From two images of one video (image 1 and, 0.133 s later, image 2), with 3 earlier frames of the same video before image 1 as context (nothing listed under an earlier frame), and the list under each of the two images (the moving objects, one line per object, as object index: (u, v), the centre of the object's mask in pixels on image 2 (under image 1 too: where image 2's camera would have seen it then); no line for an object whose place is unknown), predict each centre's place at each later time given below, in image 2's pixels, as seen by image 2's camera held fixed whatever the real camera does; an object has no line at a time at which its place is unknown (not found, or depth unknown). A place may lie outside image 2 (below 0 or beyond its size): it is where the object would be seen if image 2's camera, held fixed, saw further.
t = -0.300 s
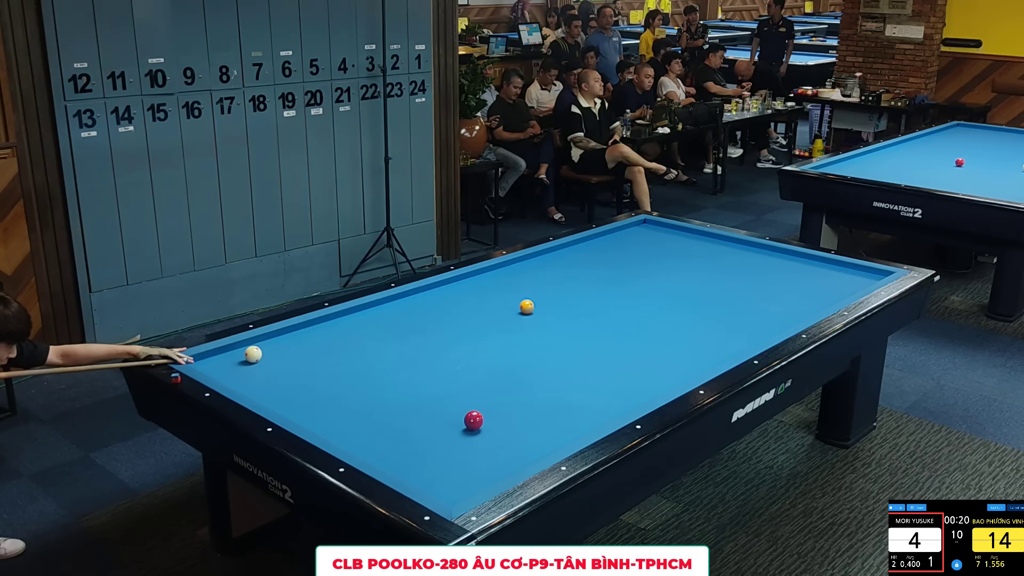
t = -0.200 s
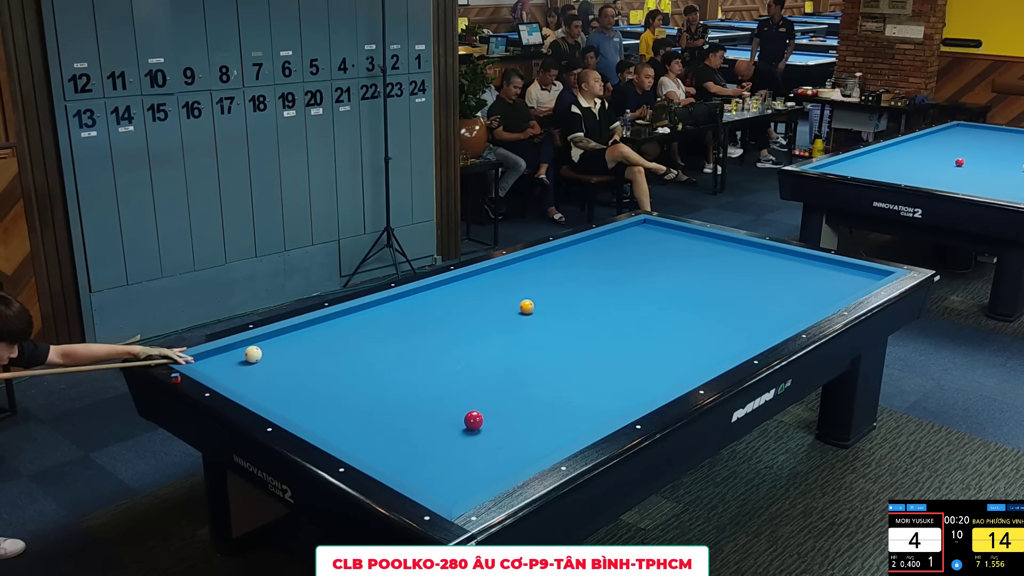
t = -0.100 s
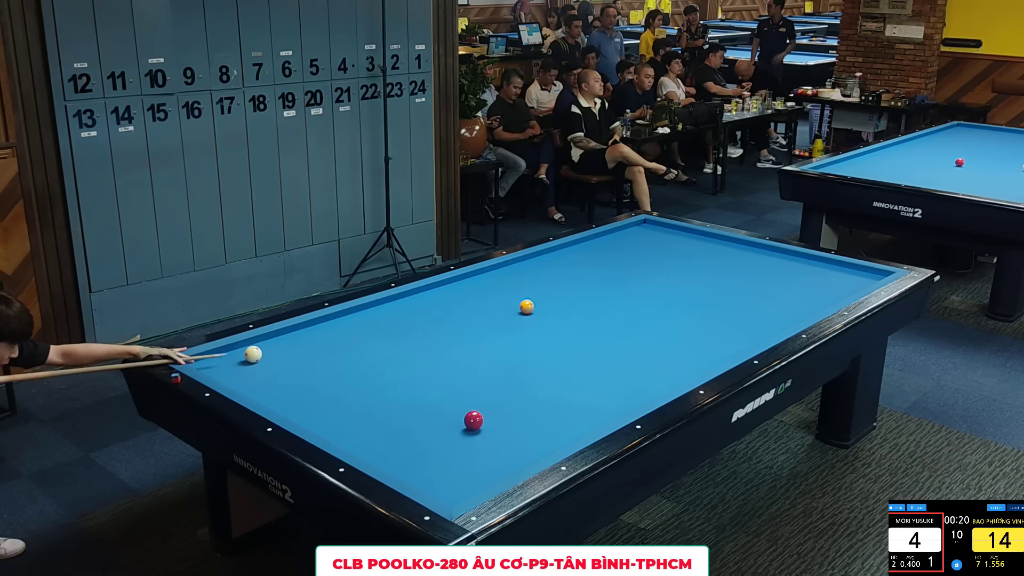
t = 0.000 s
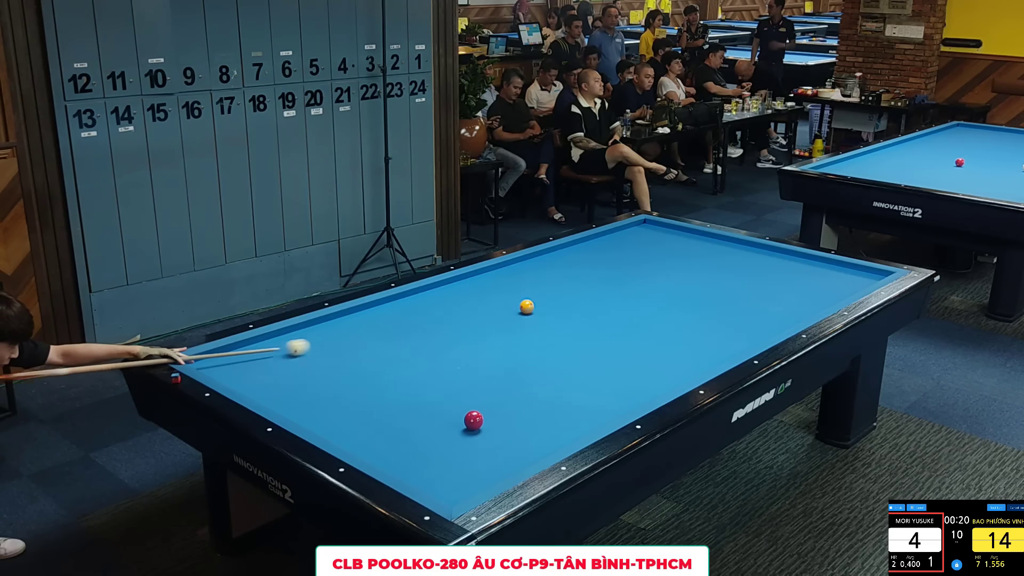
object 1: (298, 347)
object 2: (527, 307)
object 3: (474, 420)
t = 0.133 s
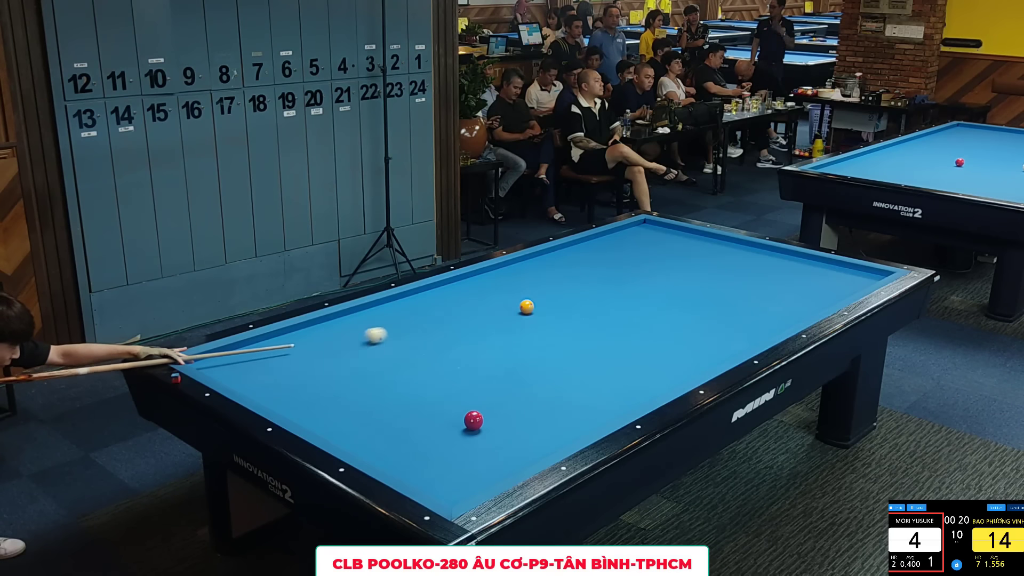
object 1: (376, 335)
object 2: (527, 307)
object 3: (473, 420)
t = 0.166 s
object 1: (393, 332)
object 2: (527, 307)
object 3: (474, 420)
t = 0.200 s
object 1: (410, 330)
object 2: (527, 307)
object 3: (474, 420)
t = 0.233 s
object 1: (427, 327)
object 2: (527, 307)
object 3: (474, 420)
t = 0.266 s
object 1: (442, 324)
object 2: (527, 307)
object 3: (474, 420)
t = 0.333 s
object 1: (473, 319)
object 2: (527, 307)
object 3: (474, 420)
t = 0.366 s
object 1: (488, 317)
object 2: (527, 307)
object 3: (473, 420)
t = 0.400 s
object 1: (503, 314)
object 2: (527, 307)
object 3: (474, 420)
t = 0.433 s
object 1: (517, 312)
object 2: (528, 306)
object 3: (473, 420)
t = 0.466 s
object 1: (531, 312)
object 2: (527, 302)
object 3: (474, 420)
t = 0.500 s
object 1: (544, 312)
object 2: (530, 302)
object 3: (473, 420)
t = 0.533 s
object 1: (556, 313)
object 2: (531, 300)
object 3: (474, 420)
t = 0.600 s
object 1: (581, 314)
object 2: (535, 295)
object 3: (474, 420)
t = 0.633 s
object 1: (594, 314)
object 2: (536, 293)
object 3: (474, 420)
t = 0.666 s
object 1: (606, 314)
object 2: (538, 291)
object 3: (473, 420)
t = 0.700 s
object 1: (620, 314)
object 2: (539, 289)
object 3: (473, 420)
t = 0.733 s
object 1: (632, 314)
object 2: (540, 287)
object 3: (474, 420)
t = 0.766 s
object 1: (645, 314)
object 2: (541, 285)
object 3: (474, 420)
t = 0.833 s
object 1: (671, 314)
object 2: (544, 281)
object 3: (474, 420)
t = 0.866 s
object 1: (684, 314)
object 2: (545, 279)
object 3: (473, 420)
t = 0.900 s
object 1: (696, 314)
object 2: (546, 278)
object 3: (473, 420)
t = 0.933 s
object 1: (709, 314)
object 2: (547, 276)
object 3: (473, 420)
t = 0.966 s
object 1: (722, 314)
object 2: (549, 274)
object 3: (474, 420)
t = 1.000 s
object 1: (735, 314)
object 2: (550, 272)
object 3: (473, 420)
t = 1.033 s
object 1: (748, 314)
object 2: (551, 271)
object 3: (473, 420)
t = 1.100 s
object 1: (773, 314)
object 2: (553, 268)
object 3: (473, 420)
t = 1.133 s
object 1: (786, 314)
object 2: (554, 266)
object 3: (474, 420)
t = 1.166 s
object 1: (798, 314)
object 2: (555, 264)
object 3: (474, 420)
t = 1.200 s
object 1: (808, 312)
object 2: (556, 263)
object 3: (474, 420)
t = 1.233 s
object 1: (806, 309)
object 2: (557, 261)
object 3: (473, 420)
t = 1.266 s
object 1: (804, 305)
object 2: (558, 260)
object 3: (474, 420)
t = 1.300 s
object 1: (803, 301)
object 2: (559, 258)
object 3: (474, 420)
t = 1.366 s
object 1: (801, 294)
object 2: (561, 255)
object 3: (474, 420)
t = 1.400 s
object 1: (801, 291)
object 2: (562, 254)
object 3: (474, 420)
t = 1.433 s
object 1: (801, 288)
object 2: (563, 252)
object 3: (474, 420)
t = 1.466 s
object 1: (801, 284)
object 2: (564, 251)
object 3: (474, 420)
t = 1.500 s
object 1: (801, 281)
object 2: (565, 249)
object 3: (474, 420)
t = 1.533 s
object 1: (801, 278)
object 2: (566, 248)
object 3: (474, 420)
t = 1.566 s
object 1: (801, 275)
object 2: (567, 246)
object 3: (474, 420)
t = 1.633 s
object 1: (801, 270)
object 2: (571, 245)
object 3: (474, 420)
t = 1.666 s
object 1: (801, 267)
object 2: (575, 244)
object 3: (474, 420)
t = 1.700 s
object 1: (801, 264)
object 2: (578, 244)
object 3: (474, 420)
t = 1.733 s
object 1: (801, 262)
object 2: (581, 244)
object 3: (474, 420)
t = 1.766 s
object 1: (801, 259)
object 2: (584, 243)
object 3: (474, 420)
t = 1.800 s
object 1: (801, 257)
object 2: (587, 243)
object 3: (474, 420)
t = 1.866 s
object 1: (793, 254)
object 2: (594, 242)
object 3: (474, 420)
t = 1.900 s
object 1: (785, 255)
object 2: (597, 242)
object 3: (474, 420)
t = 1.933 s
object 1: (776, 255)
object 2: (600, 241)
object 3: (474, 420)
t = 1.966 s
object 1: (769, 255)
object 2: (603, 241)
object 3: (474, 420)
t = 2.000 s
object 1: (761, 255)
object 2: (606, 240)
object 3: (474, 420)
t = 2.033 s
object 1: (754, 255)
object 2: (609, 240)
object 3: (474, 420)
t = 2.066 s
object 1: (747, 255)
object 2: (612, 240)
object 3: (474, 420)
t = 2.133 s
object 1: (732, 255)
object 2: (618, 239)
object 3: (474, 420)
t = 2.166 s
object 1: (726, 254)
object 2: (620, 239)
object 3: (474, 420)
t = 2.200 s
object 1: (718, 254)
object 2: (623, 238)
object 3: (474, 420)
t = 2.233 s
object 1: (711, 254)
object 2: (626, 238)
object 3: (474, 420)
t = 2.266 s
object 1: (704, 254)
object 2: (629, 237)
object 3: (474, 420)
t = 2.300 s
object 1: (697, 254)
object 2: (632, 237)
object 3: (474, 420)
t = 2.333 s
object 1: (690, 254)
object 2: (635, 237)
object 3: (474, 420)
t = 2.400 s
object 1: (677, 254)
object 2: (641, 236)
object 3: (474, 420)
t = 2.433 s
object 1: (670, 254)
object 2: (643, 236)
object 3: (474, 420)
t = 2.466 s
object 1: (663, 254)
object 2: (646, 235)
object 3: (474, 420)
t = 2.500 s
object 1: (656, 253)
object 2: (649, 235)
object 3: (474, 420)
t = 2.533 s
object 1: (649, 253)
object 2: (652, 234)
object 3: (474, 420)
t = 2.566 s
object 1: (642, 253)
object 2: (654, 234)
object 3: (474, 420)
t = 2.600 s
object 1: (635, 253)
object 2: (657, 234)
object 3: (474, 420)
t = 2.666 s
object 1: (622, 253)
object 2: (662, 233)
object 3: (474, 420)
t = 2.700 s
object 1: (615, 253)
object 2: (665, 233)
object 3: (474, 420)
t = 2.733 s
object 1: (608, 253)
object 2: (668, 232)
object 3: (474, 420)
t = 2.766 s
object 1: (602, 253)
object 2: (670, 232)
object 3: (474, 420)
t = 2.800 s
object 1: (595, 253)
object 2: (673, 232)
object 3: (474, 420)
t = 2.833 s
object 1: (588, 252)
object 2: (676, 231)
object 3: (474, 420)
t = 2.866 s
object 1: (581, 252)
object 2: (678, 231)
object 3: (474, 420)
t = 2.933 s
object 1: (569, 252)
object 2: (683, 230)
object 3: (474, 420)
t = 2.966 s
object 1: (562, 252)
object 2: (686, 230)
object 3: (474, 420)
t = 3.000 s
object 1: (555, 252)
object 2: (687, 230)
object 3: (474, 420)
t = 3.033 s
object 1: (549, 252)
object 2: (687, 231)
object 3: (474, 420)
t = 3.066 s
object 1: (544, 252)
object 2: (687, 231)
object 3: (474, 420)
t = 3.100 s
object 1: (544, 254)
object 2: (687, 232)
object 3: (474, 420)
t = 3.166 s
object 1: (544, 257)
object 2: (687, 233)
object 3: (474, 420)
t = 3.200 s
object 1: (543, 259)
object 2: (687, 233)
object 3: (474, 420)
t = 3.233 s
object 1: (543, 260)
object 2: (687, 234)
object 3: (474, 420)
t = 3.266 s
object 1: (542, 262)
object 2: (687, 234)
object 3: (474, 420)
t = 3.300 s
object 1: (541, 264)
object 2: (687, 235)
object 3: (474, 420)
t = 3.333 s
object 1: (540, 265)
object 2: (687, 236)
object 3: (474, 420)
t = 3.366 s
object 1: (540, 267)
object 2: (687, 236)
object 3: (474, 420)
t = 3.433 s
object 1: (538, 270)
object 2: (688, 237)
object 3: (474, 420)
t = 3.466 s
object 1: (538, 271)
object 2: (688, 238)
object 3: (474, 420)
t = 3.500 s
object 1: (537, 273)
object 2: (688, 238)
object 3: (474, 420)
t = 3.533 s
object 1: (536, 275)
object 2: (688, 239)
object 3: (474, 420)
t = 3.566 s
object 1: (536, 276)
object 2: (688, 239)
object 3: (474, 420)
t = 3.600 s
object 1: (535, 278)
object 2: (688, 240)
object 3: (474, 420)
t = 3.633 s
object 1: (534, 279)
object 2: (688, 240)
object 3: (474, 420)
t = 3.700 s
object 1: (533, 283)
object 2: (688, 241)
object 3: (474, 420)
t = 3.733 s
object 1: (532, 285)
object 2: (688, 242)
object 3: (474, 420)
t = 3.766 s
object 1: (531, 286)
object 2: (688, 243)
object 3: (474, 420)
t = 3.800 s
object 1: (531, 288)
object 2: (688, 243)
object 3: (474, 420)
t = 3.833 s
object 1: (530, 290)
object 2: (688, 244)
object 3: (474, 420)
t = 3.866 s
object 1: (529, 292)
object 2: (688, 244)
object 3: (474, 420)
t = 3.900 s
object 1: (528, 294)
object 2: (688, 245)
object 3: (474, 420)
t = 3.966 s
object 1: (527, 297)
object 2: (688, 246)
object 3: (474, 420)
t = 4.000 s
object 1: (526, 299)
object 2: (688, 246)
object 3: (474, 420)
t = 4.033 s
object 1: (525, 301)
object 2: (688, 247)
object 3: (474, 420)
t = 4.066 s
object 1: (525, 302)
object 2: (688, 247)
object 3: (474, 420)
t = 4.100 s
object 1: (524, 304)
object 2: (688, 248)
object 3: (474, 420)
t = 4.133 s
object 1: (523, 306)
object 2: (688, 248)
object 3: (474, 420)
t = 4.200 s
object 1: (521, 310)
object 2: (688, 249)
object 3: (474, 420)
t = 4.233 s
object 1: (521, 312)
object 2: (688, 250)
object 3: (474, 420)
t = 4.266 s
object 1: (520, 314)
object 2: (688, 251)
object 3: (474, 420)
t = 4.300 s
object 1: (519, 316)
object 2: (688, 251)
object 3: (474, 420)
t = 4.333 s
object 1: (518, 318)
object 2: (688, 252)
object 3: (474, 420)
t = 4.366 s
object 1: (517, 320)
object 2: (689, 252)
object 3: (474, 420)
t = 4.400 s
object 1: (516, 322)
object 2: (688, 253)
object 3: (474, 420)
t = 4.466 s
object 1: (514, 328)
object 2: (689, 254)
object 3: (474, 420)
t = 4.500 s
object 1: (513, 330)
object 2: (689, 255)
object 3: (474, 420)
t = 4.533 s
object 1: (512, 333)
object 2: (689, 255)
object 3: (474, 420)
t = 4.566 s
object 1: (511, 335)
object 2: (689, 256)
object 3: (474, 420)
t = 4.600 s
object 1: (510, 337)
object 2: (689, 256)
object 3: (474, 420)
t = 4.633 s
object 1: (509, 339)
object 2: (689, 257)
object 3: (474, 420)
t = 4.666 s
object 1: (508, 341)
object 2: (689, 257)
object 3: (474, 420)
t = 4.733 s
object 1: (506, 346)
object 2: (689, 258)
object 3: (474, 420)
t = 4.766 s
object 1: (505, 348)
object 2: (689, 259)
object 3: (474, 420)
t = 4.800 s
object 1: (504, 350)
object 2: (689, 259)
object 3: (474, 420)
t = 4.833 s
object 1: (503, 352)
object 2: (689, 260)
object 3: (474, 420)
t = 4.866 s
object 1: (502, 355)
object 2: (689, 260)
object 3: (474, 420)
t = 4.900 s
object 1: (501, 357)
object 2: (689, 261)
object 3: (474, 420)
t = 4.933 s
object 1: (500, 360)
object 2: (689, 261)
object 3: (474, 420)
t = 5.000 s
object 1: (498, 365)
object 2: (689, 262)
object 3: (474, 420)
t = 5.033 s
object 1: (497, 367)
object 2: (689, 263)
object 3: (474, 420)
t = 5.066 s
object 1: (496, 370)
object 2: (689, 263)
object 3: (474, 420)
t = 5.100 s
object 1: (495, 372)
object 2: (689, 264)
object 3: (474, 420)
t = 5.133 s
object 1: (494, 375)
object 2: (689, 264)
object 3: (474, 420)
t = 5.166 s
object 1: (493, 377)
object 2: (689, 265)
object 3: (474, 420)
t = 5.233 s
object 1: (491, 382)
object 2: (689, 266)
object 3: (474, 420)
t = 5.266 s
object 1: (490, 385)
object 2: (689, 266)
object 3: (474, 420)
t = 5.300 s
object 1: (489, 388)
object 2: (689, 267)
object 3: (474, 420)
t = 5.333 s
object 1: (487, 390)
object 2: (689, 267)
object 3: (474, 420)
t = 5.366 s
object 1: (486, 393)
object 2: (689, 268)
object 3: (474, 420)
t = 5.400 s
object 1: (485, 396)
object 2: (689, 268)
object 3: (474, 420)
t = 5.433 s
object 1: (484, 399)
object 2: (690, 268)
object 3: (474, 420)
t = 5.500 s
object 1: (482, 404)
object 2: (689, 269)
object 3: (474, 420)
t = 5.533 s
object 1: (481, 406)
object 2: (690, 270)
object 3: (474, 420)
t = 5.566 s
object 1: (481, 408)
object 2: (690, 270)
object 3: (473, 420)
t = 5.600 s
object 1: (480, 409)
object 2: (690, 271)
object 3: (472, 422)
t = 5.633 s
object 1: (480, 411)
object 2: (690, 271)
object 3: (470, 425)
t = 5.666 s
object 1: (480, 412)
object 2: (690, 272)
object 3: (469, 427)
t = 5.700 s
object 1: (480, 413)
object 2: (690, 272)
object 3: (467, 429)
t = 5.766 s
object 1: (480, 415)
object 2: (690, 273)
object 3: (464, 433)
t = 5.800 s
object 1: (481, 415)
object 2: (690, 273)
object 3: (463, 435)
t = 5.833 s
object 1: (481, 416)
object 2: (690, 274)
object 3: (462, 438)
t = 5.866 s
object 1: (481, 417)
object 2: (690, 274)
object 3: (460, 440)
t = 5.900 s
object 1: (481, 418)
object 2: (690, 275)
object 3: (459, 441)
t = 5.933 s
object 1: (481, 418)
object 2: (690, 275)
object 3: (457, 444)
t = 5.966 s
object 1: (482, 419)
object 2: (690, 276)
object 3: (456, 446)
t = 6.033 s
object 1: (482, 421)
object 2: (690, 277)
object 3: (453, 450)
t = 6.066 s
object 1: (482, 421)
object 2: (690, 277)
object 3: (451, 452)
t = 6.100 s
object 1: (482, 422)
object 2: (690, 277)
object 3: (450, 454)
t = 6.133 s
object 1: (483, 423)
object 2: (690, 278)
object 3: (448, 456)
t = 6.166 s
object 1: (483, 423)
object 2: (690, 278)
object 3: (447, 458)
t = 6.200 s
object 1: (483, 424)
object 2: (690, 279)
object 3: (445, 461)
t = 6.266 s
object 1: (484, 425)
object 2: (690, 279)
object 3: (442, 465)
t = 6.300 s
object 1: (484, 426)
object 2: (690, 280)
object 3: (441, 467)
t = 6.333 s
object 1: (484, 427)
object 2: (690, 280)
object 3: (439, 469)
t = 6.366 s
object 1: (484, 428)
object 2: (690, 281)
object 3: (438, 471)
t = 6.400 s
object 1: (484, 428)
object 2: (690, 281)
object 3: (436, 474)
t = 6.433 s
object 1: (485, 429)
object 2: (690, 281)
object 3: (434, 476)
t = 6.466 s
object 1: (485, 429)
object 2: (690, 282)
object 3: (433, 478)
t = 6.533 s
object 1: (485, 431)
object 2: (689, 283)
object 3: (430, 482)
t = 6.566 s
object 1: (485, 431)
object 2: (689, 283)
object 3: (429, 484)
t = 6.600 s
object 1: (485, 432)
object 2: (690, 284)
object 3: (427, 485)
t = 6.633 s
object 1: (485, 433)
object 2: (690, 284)
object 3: (429, 485)
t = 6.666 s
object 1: (486, 433)
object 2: (690, 284)
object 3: (432, 485)
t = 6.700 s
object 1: (486, 434)
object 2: (690, 285)
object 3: (434, 485)
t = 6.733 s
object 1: (486, 434)
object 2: (690, 285)
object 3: (436, 485)
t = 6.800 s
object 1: (486, 436)
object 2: (690, 286)
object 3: (441, 485)
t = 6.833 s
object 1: (486, 436)
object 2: (690, 286)
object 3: (444, 484)
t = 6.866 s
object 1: (487, 437)
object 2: (690, 287)
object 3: (446, 484)
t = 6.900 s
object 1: (487, 437)
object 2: (690, 287)
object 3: (448, 484)
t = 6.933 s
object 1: (487, 438)
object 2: (690, 287)
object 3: (451, 483)
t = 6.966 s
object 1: (487, 439)
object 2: (690, 288)
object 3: (453, 483)
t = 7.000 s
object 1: (487, 439)
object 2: (690, 288)
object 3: (456, 482)
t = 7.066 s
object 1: (488, 440)
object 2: (690, 289)
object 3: (460, 482)
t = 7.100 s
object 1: (488, 441)
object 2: (690, 289)
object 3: (463, 481)
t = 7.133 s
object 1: (488, 441)
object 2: (690, 289)
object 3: (465, 481)
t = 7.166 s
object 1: (488, 442)
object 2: (690, 290)
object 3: (467, 480)
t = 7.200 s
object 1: (488, 442)
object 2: (690, 290)
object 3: (469, 480)
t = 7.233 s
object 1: (489, 443)
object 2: (690, 290)
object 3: (472, 480)
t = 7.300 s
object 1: (489, 444)
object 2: (690, 291)
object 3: (476, 479)
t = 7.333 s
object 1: (489, 444)
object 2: (690, 291)
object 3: (478, 479)
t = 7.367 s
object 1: (489, 445)
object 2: (690, 292)
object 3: (480, 478)
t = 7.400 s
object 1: (489, 445)
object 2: (690, 292)
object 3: (482, 478)
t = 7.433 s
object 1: (490, 445)
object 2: (690, 292)
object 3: (484, 478)
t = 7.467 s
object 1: (490, 446)
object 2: (690, 293)
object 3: (486, 477)
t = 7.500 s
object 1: (490, 446)
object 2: (690, 293)
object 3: (488, 476)
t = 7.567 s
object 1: (490, 447)
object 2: (690, 294)
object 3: (492, 475)
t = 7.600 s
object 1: (490, 448)
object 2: (690, 294)
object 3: (494, 475)
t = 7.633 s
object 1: (491, 448)
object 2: (690, 294)
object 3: (495, 474)
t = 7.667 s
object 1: (490, 449)
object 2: (690, 294)
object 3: (497, 474)
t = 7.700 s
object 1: (491, 449)
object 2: (690, 295)
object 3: (499, 473)
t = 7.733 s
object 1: (491, 449)
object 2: (690, 295)
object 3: (500, 472)
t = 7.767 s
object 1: (491, 450)
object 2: (690, 295)
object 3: (501, 472)
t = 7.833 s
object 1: (491, 451)
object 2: (690, 296)
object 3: (502, 471)
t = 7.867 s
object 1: (491, 451)
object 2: (690, 296)
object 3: (502, 470)
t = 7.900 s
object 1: (492, 451)
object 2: (690, 296)
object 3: (503, 470)
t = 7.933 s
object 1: (492, 451)
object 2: (690, 297)
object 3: (503, 470)
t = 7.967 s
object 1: (492, 452)
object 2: (690, 297)
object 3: (504, 469)
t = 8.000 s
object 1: (492, 452)
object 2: (690, 297)
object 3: (505, 469)
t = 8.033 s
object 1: (492, 452)
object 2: (690, 298)
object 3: (505, 468)
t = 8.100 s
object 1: (492, 453)
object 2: (690, 298)
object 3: (506, 467)
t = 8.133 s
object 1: (493, 453)
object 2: (690, 298)
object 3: (507, 467)
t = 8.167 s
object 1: (493, 453)
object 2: (690, 299)
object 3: (507, 466)
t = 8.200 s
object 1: (492, 454)
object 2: (690, 299)
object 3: (508, 466)
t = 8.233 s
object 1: (493, 454)
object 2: (690, 299)
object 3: (509, 465)
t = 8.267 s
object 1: (493, 455)
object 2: (690, 299)
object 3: (509, 465)
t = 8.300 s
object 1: (493, 455)
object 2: (690, 299)
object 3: (509, 464)
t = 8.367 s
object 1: (493, 455)
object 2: (690, 300)
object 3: (510, 464)
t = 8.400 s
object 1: (493, 455)
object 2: (690, 300)
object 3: (511, 463)
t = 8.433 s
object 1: (493, 455)
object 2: (690, 300)
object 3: (511, 463)
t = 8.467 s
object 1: (493, 456)
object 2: (690, 301)
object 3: (512, 462)
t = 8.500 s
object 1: (493, 456)
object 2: (690, 301)
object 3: (512, 462)
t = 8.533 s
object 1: (493, 456)
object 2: (690, 301)
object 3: (513, 462)
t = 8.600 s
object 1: (493, 456)
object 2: (690, 301)
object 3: (514, 461)
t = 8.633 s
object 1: (493, 456)
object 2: (690, 302)
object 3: (515, 461)
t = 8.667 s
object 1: (493, 456)
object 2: (690, 302)
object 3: (516, 460)
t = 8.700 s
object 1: (493, 456)
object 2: (690, 302)
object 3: (516, 460)
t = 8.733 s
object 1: (493, 456)
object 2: (690, 302)
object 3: (517, 460)
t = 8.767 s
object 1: (493, 456)
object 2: (690, 302)
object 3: (517, 460)
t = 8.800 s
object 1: (493, 456)
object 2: (690, 302)
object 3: (518, 459)
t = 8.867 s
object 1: (493, 456)
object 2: (689, 303)
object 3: (519, 459)
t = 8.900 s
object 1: (493, 456)
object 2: (689, 303)
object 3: (520, 458)
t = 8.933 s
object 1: (493, 456)
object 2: (689, 303)
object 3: (520, 458)
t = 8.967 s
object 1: (493, 456)
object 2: (689, 303)
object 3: (520, 458)
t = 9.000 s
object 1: (493, 456)
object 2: (689, 303)
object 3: (521, 457)
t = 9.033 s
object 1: (493, 456)
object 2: (689, 304)
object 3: (521, 457)
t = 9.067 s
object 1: (493, 456)
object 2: (689, 304)
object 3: (522, 457)
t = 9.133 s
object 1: (493, 456)
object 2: (689, 304)
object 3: (523, 456)
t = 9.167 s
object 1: (493, 456)
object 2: (689, 304)
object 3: (523, 456)
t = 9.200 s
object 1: (493, 456)
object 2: (689, 304)
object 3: (523, 456)
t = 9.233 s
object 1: (493, 456)
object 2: (689, 304)
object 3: (523, 456)
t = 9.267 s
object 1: (493, 456)
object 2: (689, 305)
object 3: (524, 456)
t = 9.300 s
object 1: (493, 456)
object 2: (689, 305)
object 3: (524, 456)
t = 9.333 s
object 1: (493, 456)
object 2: (689, 305)
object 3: (524, 455)
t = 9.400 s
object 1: (493, 456)
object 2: (689, 305)
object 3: (525, 455)
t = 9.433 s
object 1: (493, 456)
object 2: (689, 305)
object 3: (525, 455)
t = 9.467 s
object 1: (493, 456)
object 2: (689, 305)
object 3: (525, 455)
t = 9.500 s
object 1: (493, 456)
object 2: (689, 305)
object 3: (526, 454)
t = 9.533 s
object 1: (493, 456)
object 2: (689, 305)
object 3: (526, 454)
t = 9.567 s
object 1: (493, 456)
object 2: (689, 306)
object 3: (526, 454)
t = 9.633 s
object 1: (493, 456)
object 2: (688, 306)
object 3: (527, 454)
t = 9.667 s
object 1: (493, 456)
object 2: (688, 306)
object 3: (527, 454)
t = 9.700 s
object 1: (493, 456)
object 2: (688, 306)
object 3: (527, 454)
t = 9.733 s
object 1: (493, 456)
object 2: (688, 306)
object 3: (527, 453)
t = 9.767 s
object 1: (493, 456)
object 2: (688, 306)
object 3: (527, 453)
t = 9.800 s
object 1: (493, 456)
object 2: (688, 306)
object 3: (527, 453)
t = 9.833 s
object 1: (493, 456)
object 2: (688, 306)
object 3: (528, 453)
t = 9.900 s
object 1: (493, 456)
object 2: (688, 306)
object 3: (528, 453)
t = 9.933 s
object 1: (493, 456)
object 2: (688, 306)
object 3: (528, 453)
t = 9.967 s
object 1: (493, 456)
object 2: (688, 306)
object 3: (528, 453)
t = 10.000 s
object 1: (493, 456)
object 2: (688, 306)
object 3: (528, 453)
